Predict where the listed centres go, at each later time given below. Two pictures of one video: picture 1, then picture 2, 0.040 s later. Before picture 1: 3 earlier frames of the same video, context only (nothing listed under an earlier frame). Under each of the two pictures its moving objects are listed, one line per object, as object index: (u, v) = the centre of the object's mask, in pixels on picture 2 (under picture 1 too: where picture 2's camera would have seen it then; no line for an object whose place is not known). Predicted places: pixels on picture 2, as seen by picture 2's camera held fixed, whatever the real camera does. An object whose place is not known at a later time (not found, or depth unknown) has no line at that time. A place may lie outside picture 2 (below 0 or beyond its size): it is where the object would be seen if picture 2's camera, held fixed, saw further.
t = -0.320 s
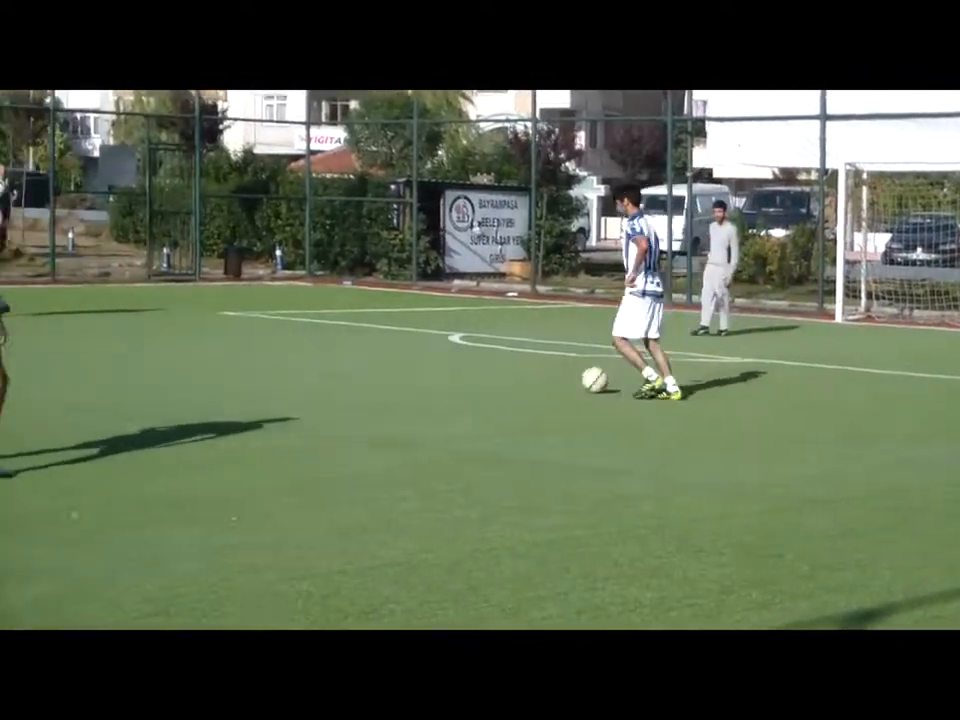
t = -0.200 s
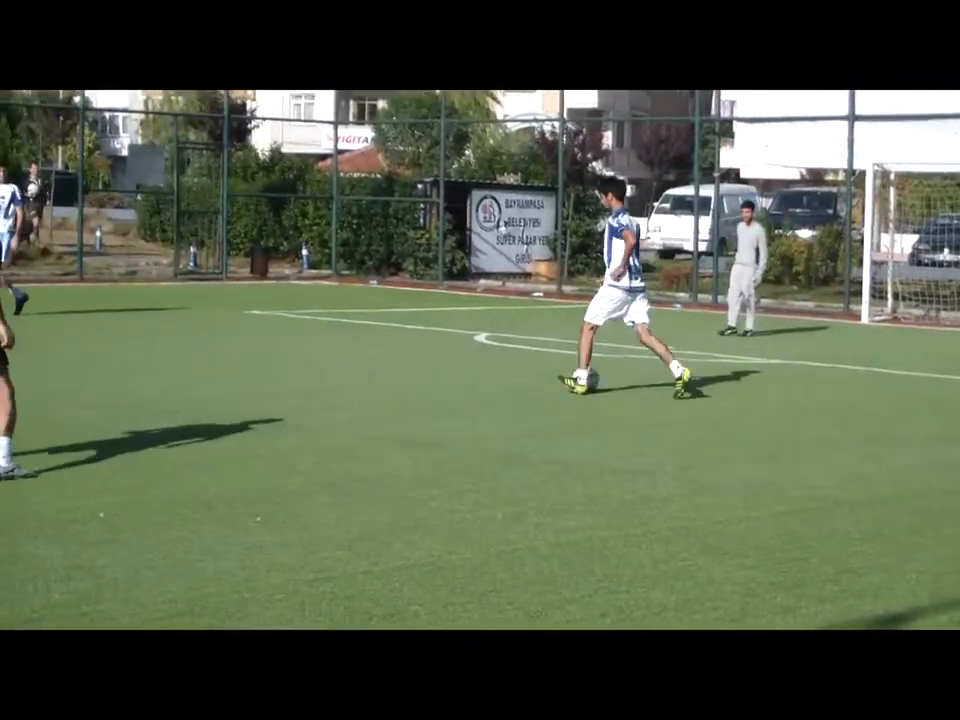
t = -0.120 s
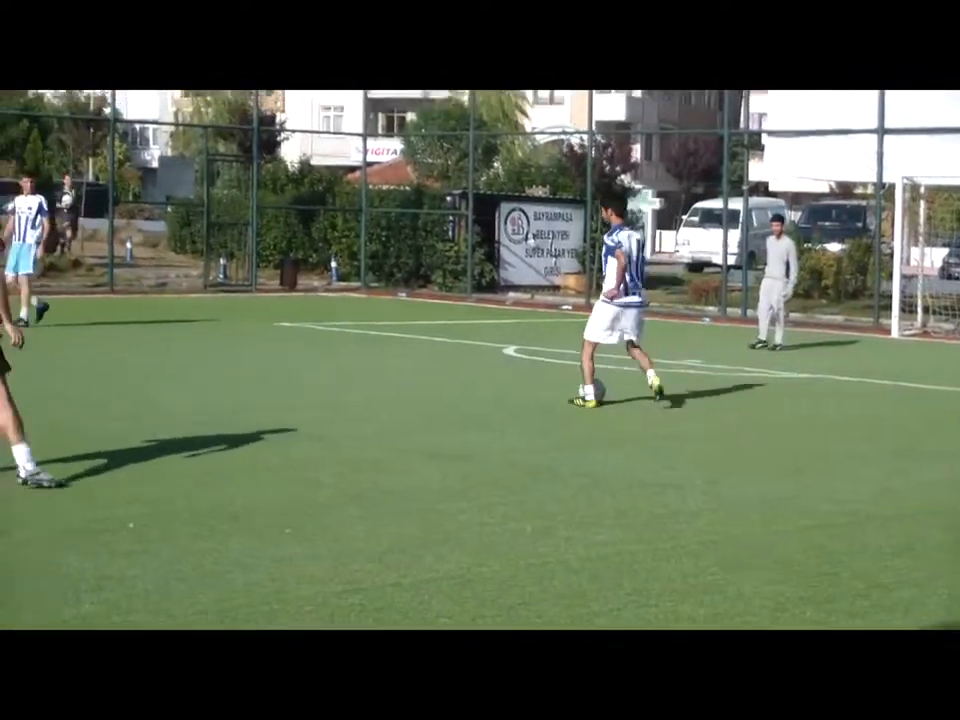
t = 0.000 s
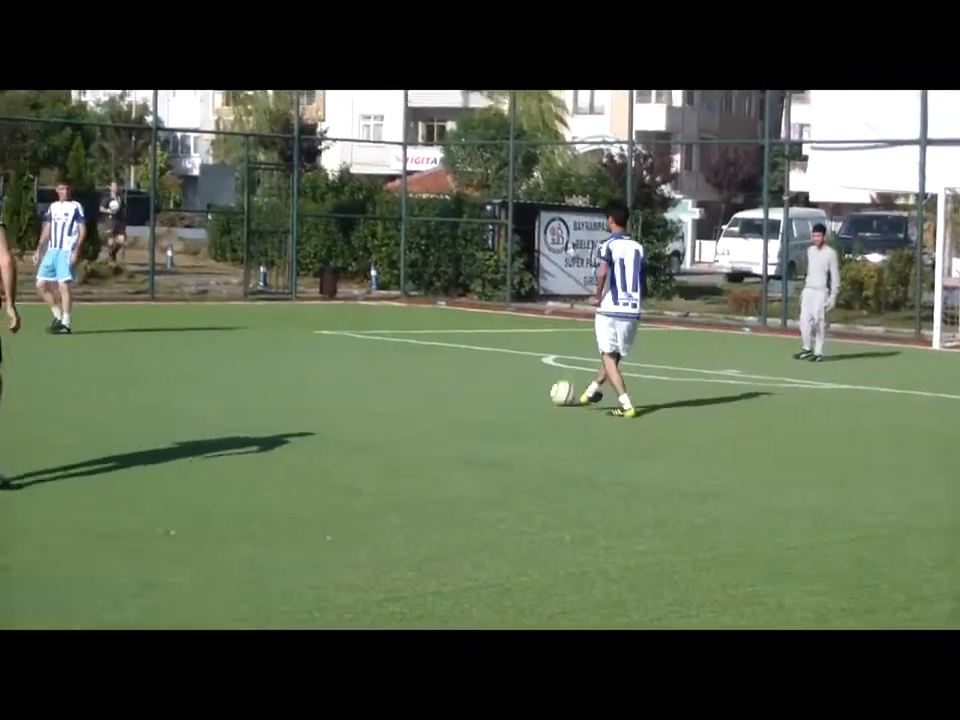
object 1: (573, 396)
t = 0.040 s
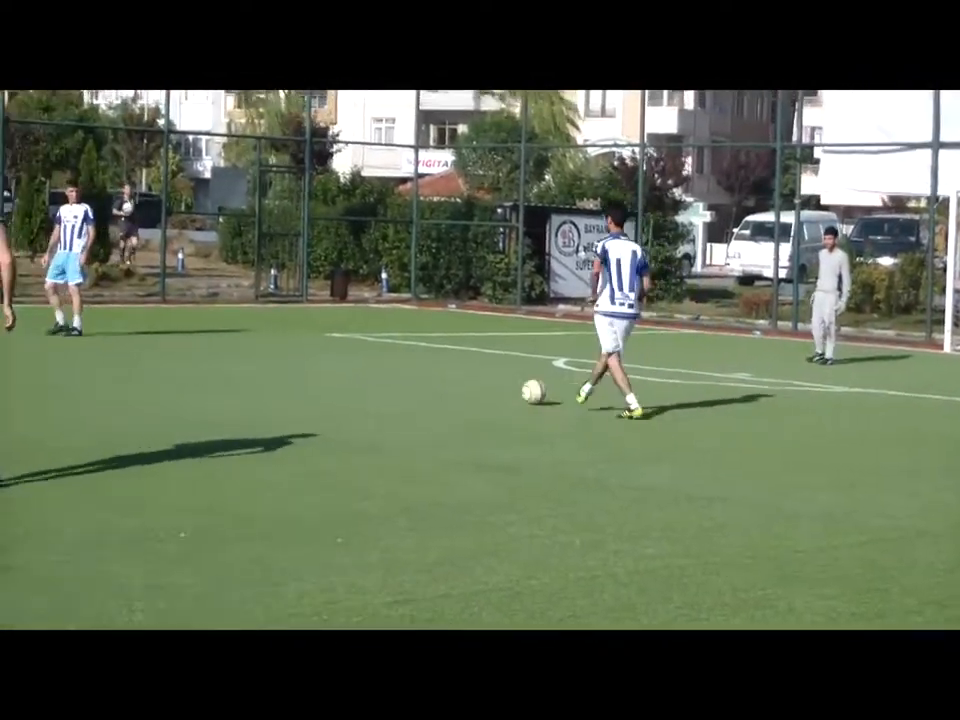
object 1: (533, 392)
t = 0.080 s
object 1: (496, 389)
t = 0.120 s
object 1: (463, 383)
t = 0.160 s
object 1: (433, 377)
